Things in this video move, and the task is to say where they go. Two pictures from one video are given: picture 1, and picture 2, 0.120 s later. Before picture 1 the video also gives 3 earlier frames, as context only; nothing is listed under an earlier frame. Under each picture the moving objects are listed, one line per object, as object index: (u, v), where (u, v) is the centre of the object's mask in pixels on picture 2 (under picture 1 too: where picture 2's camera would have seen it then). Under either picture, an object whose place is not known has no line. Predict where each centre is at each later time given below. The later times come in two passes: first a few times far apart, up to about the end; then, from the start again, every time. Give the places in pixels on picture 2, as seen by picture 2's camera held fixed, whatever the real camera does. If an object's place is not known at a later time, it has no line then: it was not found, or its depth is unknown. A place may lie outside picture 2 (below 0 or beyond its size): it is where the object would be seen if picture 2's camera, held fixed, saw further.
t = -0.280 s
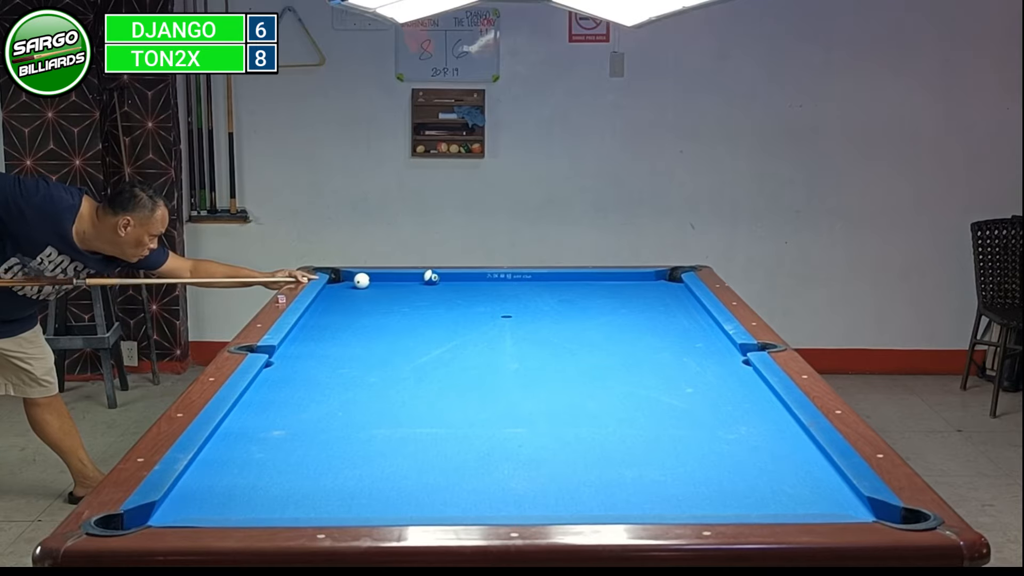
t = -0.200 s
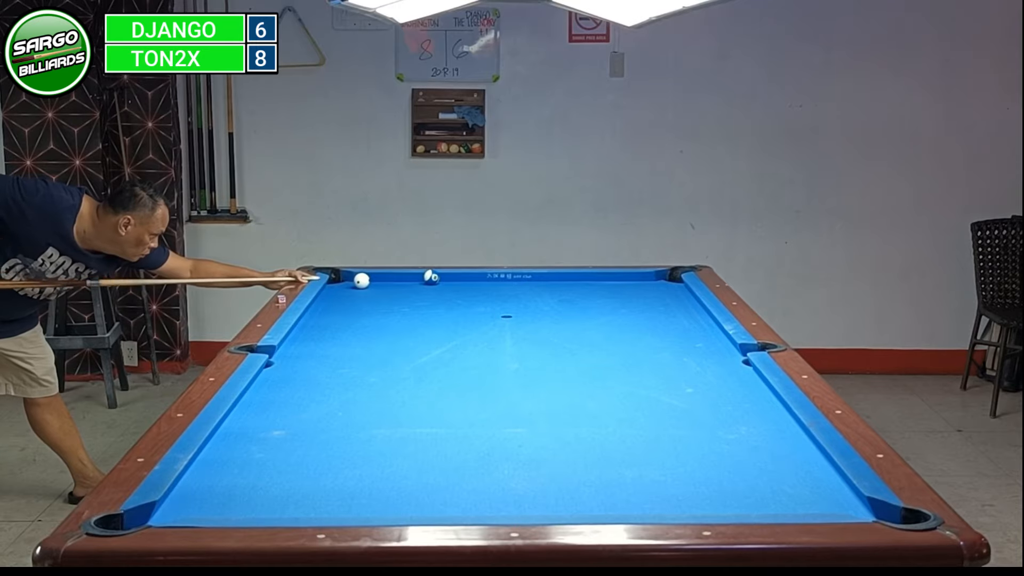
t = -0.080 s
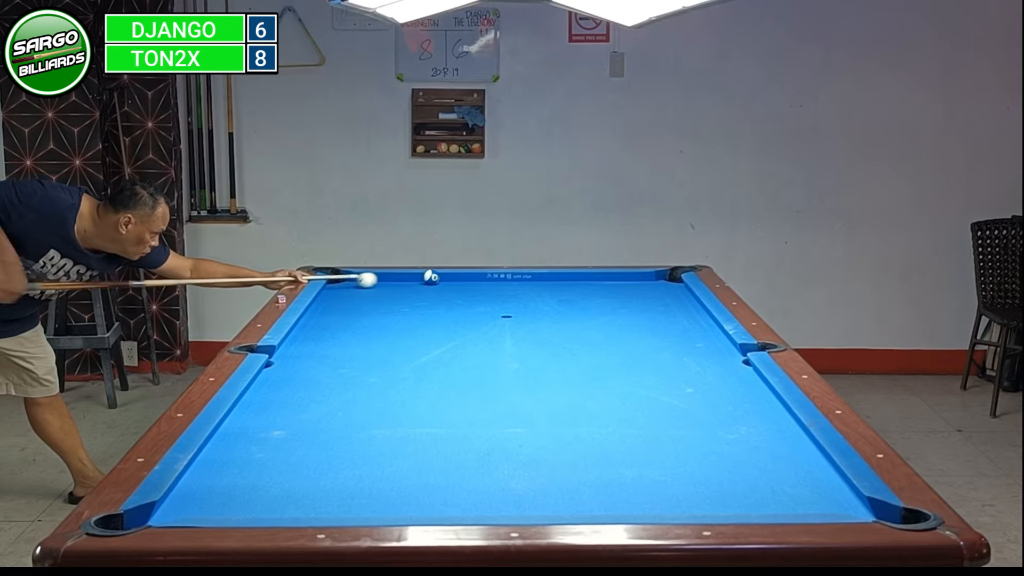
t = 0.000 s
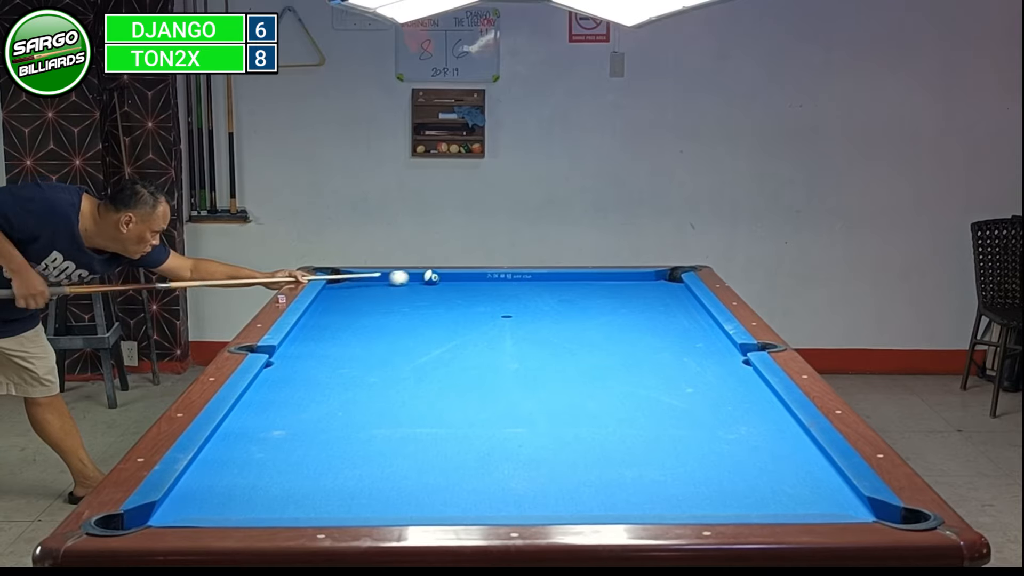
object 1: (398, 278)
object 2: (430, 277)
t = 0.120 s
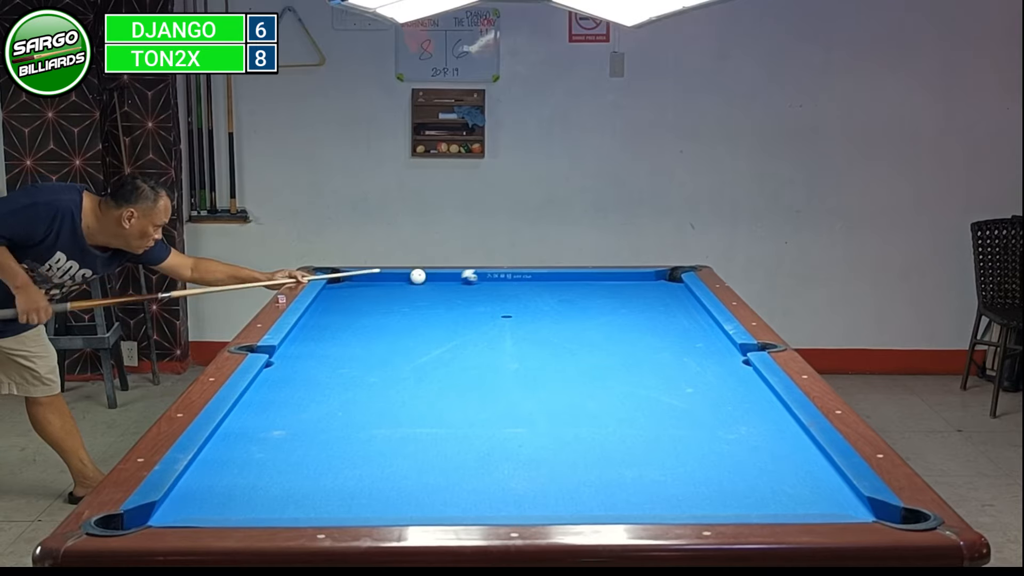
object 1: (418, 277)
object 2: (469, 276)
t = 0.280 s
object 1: (425, 279)
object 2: (518, 277)
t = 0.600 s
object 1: (444, 282)
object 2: (607, 275)
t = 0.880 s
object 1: (461, 285)
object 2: (676, 275)
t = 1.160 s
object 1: (475, 288)
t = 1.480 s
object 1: (492, 291)
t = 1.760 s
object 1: (506, 293)
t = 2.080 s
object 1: (520, 295)
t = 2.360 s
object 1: (531, 297)
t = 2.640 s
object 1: (541, 298)
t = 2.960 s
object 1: (550, 300)
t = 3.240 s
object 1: (556, 300)
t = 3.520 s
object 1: (561, 301)
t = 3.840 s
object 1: (564, 302)
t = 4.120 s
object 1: (564, 302)
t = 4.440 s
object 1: (564, 302)
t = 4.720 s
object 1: (564, 302)
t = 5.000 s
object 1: (564, 302)
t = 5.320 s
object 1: (564, 302)
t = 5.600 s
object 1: (564, 302)
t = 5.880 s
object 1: (564, 302)
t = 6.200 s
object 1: (564, 302)
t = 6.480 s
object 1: (564, 302)
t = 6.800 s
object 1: (564, 302)
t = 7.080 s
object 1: (564, 302)
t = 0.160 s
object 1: (418, 277)
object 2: (482, 276)
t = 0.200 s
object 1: (420, 278)
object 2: (494, 276)
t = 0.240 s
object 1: (423, 278)
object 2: (507, 277)
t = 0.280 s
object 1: (425, 279)
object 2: (518, 277)
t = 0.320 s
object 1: (427, 279)
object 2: (526, 276)
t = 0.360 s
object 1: (430, 280)
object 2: (542, 276)
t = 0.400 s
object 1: (432, 280)
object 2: (551, 276)
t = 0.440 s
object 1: (435, 281)
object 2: (566, 276)
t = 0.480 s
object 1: (437, 281)
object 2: (574, 276)
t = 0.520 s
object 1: (439, 282)
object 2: (585, 275)
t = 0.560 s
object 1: (442, 282)
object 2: (598, 276)
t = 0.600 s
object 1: (444, 282)
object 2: (607, 275)
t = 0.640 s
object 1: (446, 283)
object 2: (616, 276)
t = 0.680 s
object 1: (449, 283)
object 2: (629, 276)
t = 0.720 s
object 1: (451, 284)
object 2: (639, 276)
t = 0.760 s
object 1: (454, 284)
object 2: (650, 275)
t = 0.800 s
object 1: (456, 285)
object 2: (661, 276)
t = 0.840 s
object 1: (458, 285)
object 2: (669, 276)
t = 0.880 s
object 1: (461, 285)
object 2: (676, 275)
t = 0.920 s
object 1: (462, 286)
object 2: (675, 275)
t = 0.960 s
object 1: (464, 286)
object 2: (674, 276)
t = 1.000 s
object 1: (467, 287)
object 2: (673, 279)
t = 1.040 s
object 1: (469, 287)
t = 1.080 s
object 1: (472, 287)
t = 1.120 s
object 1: (474, 288)
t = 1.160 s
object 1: (475, 288)
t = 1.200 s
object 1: (478, 289)
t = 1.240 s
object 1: (480, 289)
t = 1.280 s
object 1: (482, 289)
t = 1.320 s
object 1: (484, 290)
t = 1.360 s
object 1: (486, 290)
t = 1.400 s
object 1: (489, 290)
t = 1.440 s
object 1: (490, 291)
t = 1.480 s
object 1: (492, 291)
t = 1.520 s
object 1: (494, 291)
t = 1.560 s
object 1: (496, 291)
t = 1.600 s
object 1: (498, 292)
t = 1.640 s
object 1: (500, 292)
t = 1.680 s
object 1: (502, 292)
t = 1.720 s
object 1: (504, 293)
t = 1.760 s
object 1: (506, 293)
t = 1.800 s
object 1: (507, 293)
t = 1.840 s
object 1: (510, 294)
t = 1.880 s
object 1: (511, 294)
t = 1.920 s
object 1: (513, 294)
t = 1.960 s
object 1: (515, 294)
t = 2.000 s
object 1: (517, 295)
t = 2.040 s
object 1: (519, 295)
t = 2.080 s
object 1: (520, 295)
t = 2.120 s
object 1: (521, 295)
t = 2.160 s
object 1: (523, 296)
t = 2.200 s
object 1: (525, 296)
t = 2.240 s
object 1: (526, 296)
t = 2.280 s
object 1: (528, 296)
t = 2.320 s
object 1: (529, 297)
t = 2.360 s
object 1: (531, 297)
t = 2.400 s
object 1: (533, 297)
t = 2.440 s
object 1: (534, 297)
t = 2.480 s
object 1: (536, 298)
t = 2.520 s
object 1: (537, 298)
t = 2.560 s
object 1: (538, 298)
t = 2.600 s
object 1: (540, 298)
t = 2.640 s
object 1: (541, 298)
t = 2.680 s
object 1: (542, 298)
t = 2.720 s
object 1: (543, 299)
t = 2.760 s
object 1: (544, 299)
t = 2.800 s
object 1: (546, 299)
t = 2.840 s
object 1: (547, 299)
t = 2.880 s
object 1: (548, 299)
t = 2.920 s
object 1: (549, 299)
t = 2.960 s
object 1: (550, 300)
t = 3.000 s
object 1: (551, 300)
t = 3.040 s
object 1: (552, 300)
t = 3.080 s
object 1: (553, 300)
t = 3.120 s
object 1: (554, 300)
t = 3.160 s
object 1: (555, 300)
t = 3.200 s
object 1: (556, 300)
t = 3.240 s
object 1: (556, 300)
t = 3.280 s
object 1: (557, 300)
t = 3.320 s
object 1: (558, 301)
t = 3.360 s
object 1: (558, 301)
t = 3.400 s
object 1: (559, 301)
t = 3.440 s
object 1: (560, 301)
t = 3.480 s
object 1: (560, 301)
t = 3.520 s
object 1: (561, 301)
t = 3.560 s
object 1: (561, 301)
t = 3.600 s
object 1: (562, 301)
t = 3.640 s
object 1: (562, 301)
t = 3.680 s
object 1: (563, 302)
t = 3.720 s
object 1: (563, 301)
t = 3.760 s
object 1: (563, 302)
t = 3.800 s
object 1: (563, 302)
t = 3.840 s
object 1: (564, 302)
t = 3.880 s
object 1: (564, 302)
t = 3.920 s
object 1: (564, 302)
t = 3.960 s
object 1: (564, 302)
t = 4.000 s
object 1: (564, 302)
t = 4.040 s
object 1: (564, 302)
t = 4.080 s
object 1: (564, 302)
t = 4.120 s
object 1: (564, 302)
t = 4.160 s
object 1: (564, 302)
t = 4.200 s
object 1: (564, 302)
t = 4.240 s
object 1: (564, 302)
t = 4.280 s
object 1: (564, 302)
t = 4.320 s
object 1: (564, 302)
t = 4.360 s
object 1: (564, 302)
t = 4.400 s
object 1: (564, 302)
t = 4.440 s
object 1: (564, 302)
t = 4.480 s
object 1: (564, 302)
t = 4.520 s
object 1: (564, 302)
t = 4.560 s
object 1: (564, 302)
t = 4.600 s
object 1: (564, 302)
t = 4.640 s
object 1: (564, 302)
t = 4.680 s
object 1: (564, 302)
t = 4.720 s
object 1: (564, 302)
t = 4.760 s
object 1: (564, 302)
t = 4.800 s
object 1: (564, 302)
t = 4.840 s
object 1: (564, 302)
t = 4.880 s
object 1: (564, 302)
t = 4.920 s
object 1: (564, 302)
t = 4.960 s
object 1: (564, 302)
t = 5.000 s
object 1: (564, 302)
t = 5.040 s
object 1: (564, 302)
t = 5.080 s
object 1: (564, 302)
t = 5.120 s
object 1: (564, 302)
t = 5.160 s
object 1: (564, 302)
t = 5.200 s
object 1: (564, 302)
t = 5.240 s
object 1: (564, 302)
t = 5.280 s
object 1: (564, 302)
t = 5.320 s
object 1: (564, 302)
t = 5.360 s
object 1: (564, 302)
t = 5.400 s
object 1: (564, 302)
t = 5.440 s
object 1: (564, 302)
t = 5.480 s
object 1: (564, 302)
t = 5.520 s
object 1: (564, 302)
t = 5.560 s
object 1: (564, 302)
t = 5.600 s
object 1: (564, 302)
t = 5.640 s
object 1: (564, 302)
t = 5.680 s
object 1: (564, 302)
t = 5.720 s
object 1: (564, 302)
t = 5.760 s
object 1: (564, 302)
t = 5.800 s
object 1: (564, 302)
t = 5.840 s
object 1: (564, 302)
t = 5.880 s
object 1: (564, 302)
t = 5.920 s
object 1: (564, 302)
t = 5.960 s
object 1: (564, 302)
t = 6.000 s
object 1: (564, 302)
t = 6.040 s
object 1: (564, 302)
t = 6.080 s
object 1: (564, 302)
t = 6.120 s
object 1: (564, 302)
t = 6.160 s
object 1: (564, 302)
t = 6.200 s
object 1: (564, 302)
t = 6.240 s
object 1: (564, 302)
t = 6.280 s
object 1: (564, 302)
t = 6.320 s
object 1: (564, 302)
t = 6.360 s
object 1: (564, 302)
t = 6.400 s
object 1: (564, 302)
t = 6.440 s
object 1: (564, 302)
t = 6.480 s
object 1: (564, 302)
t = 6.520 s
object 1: (564, 302)
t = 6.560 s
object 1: (564, 302)
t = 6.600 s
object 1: (564, 302)
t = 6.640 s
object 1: (564, 302)
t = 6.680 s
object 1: (564, 302)
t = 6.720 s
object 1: (564, 302)
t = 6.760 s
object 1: (564, 302)
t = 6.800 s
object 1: (564, 302)
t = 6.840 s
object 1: (564, 302)
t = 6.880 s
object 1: (564, 302)
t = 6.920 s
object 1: (564, 302)
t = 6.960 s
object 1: (564, 302)
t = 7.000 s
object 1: (564, 302)
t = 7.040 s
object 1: (564, 302)
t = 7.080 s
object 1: (564, 302)
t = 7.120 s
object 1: (564, 302)
